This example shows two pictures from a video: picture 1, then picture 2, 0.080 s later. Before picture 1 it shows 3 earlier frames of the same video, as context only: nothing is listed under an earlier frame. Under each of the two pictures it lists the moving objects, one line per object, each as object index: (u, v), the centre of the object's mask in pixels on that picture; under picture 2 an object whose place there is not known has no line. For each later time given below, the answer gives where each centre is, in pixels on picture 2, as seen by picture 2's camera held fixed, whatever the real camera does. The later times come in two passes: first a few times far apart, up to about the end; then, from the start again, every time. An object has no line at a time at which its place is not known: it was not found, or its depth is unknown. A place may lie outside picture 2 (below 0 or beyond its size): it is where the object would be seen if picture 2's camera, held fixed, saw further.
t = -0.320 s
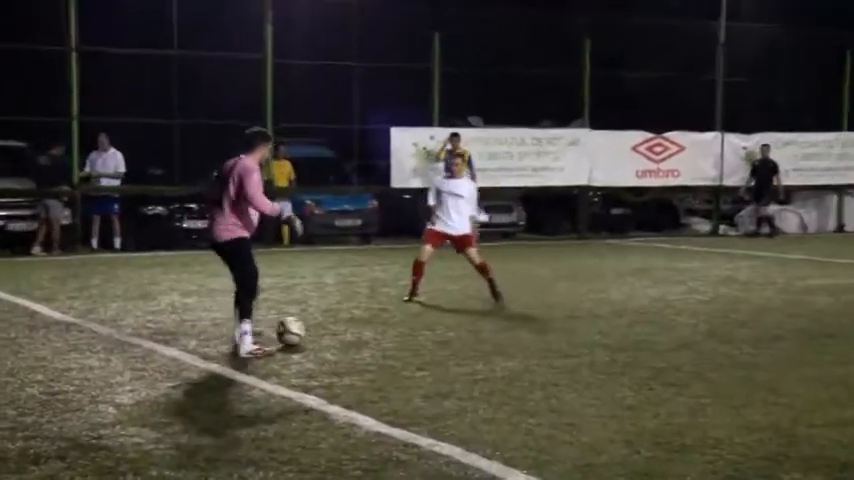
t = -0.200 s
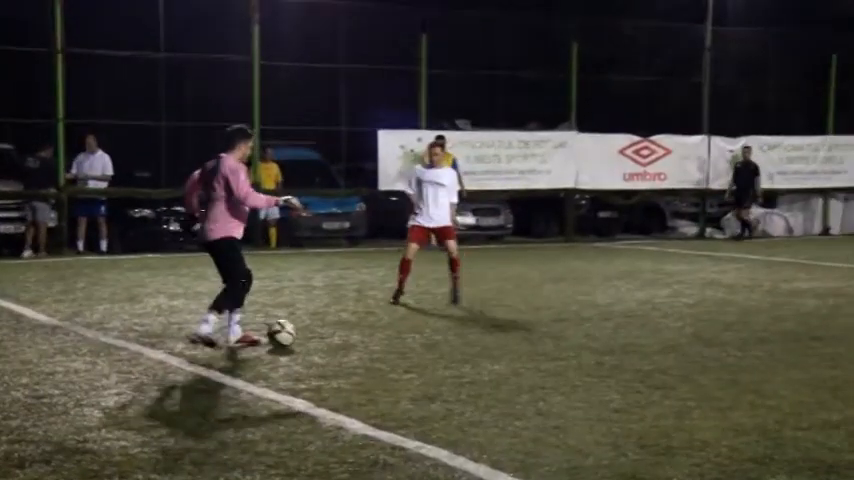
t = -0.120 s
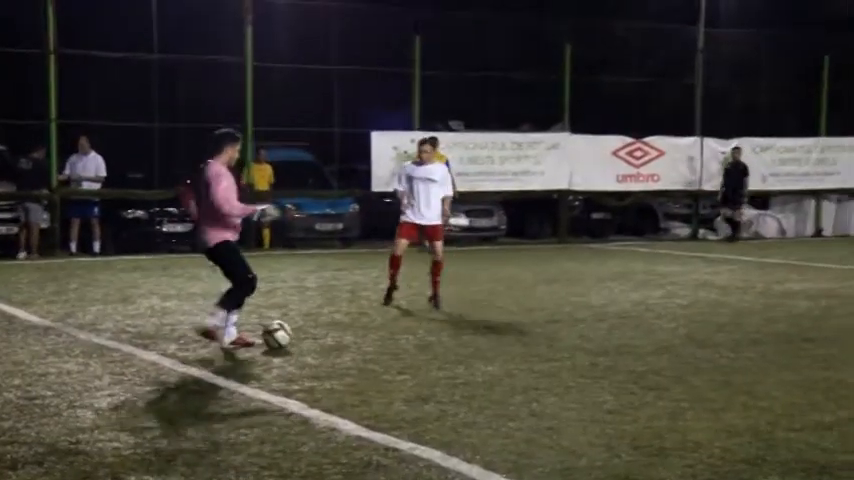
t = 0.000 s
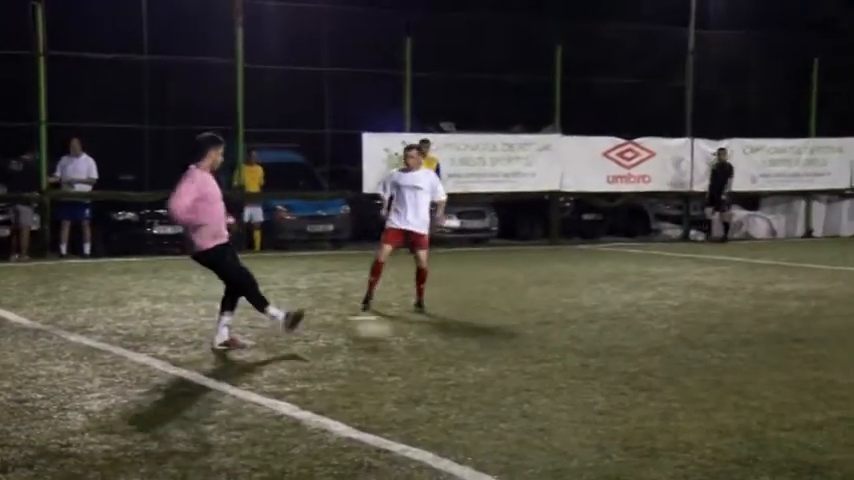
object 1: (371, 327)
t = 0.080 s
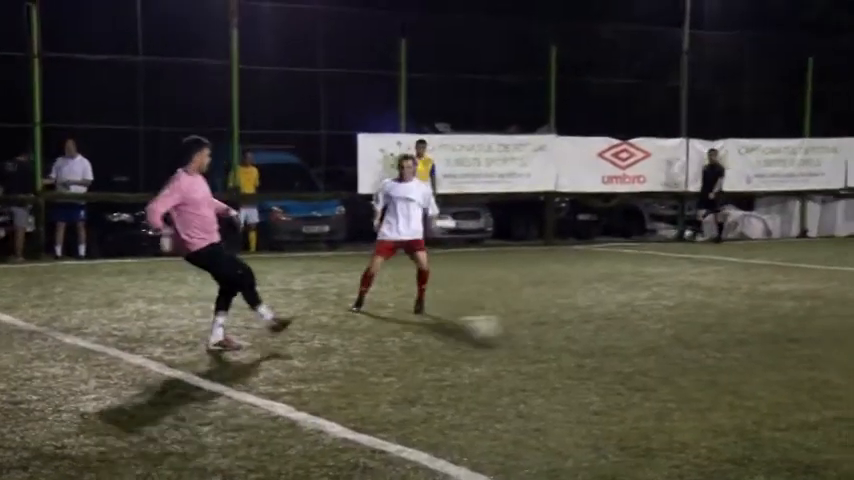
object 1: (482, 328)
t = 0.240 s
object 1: (672, 316)
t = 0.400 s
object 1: (826, 310)
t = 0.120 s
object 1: (533, 324)
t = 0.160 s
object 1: (584, 323)
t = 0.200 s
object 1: (632, 318)
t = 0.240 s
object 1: (672, 316)
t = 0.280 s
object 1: (715, 314)
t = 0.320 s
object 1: (757, 316)
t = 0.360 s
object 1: (793, 316)
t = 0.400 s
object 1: (826, 310)
